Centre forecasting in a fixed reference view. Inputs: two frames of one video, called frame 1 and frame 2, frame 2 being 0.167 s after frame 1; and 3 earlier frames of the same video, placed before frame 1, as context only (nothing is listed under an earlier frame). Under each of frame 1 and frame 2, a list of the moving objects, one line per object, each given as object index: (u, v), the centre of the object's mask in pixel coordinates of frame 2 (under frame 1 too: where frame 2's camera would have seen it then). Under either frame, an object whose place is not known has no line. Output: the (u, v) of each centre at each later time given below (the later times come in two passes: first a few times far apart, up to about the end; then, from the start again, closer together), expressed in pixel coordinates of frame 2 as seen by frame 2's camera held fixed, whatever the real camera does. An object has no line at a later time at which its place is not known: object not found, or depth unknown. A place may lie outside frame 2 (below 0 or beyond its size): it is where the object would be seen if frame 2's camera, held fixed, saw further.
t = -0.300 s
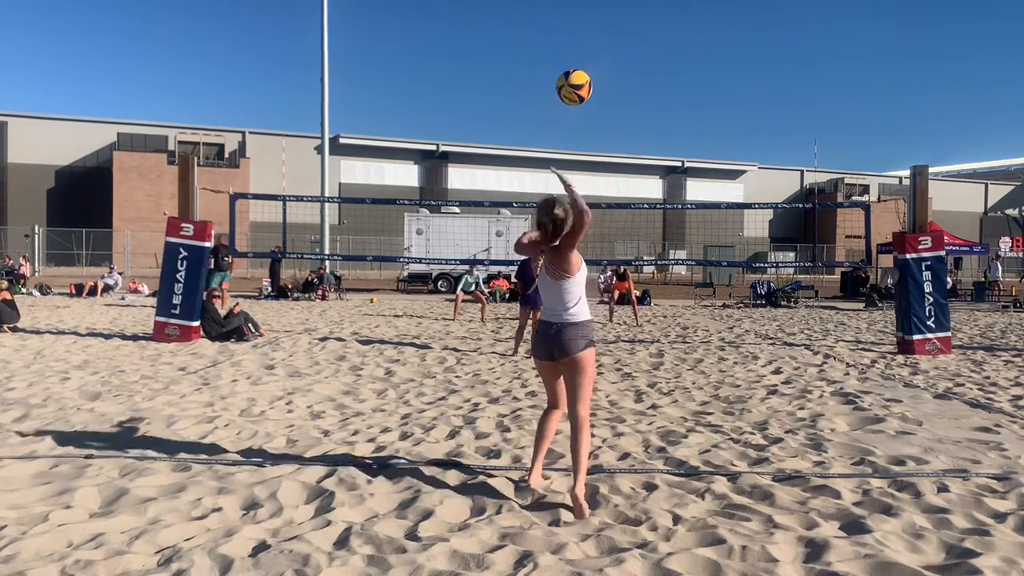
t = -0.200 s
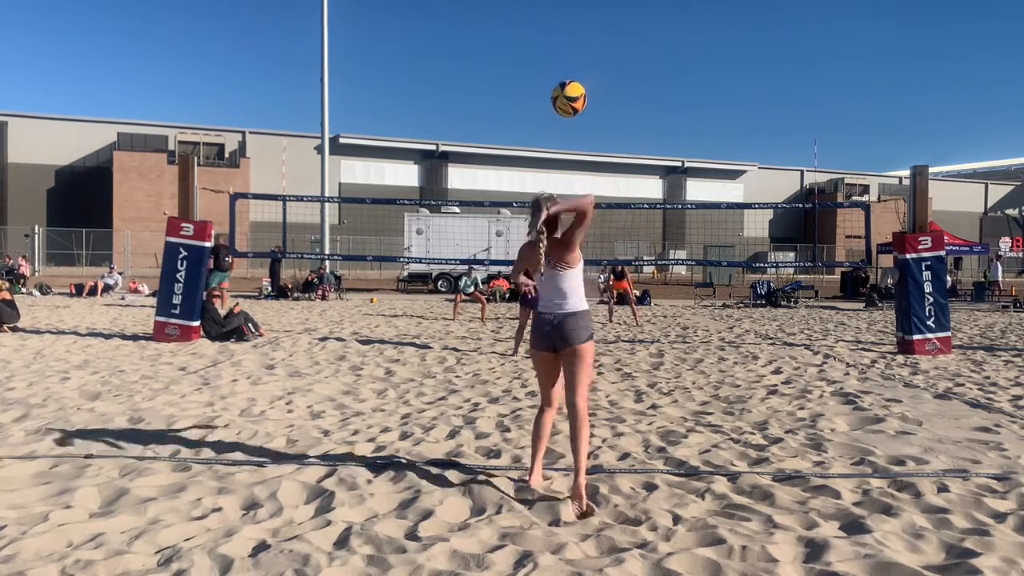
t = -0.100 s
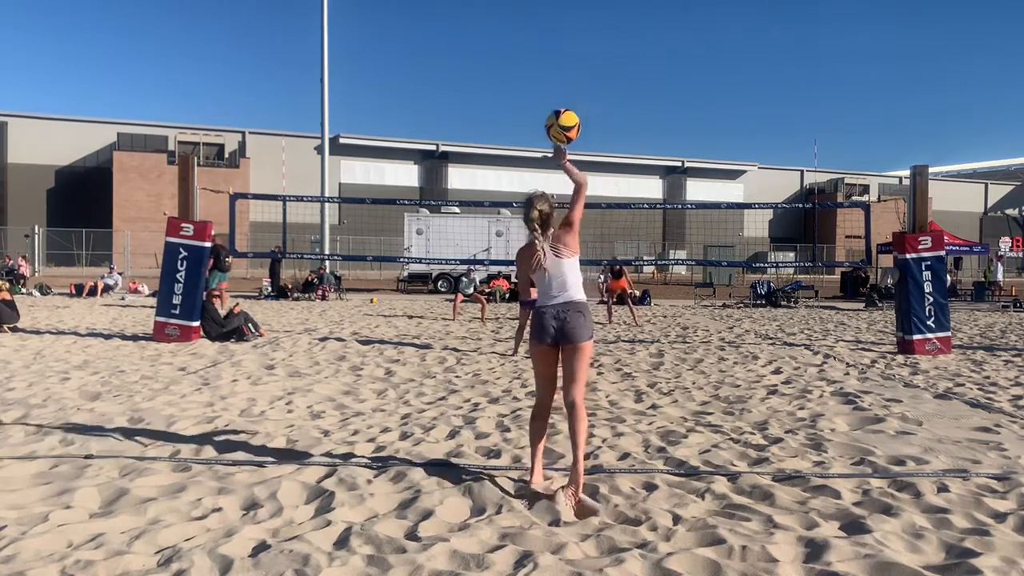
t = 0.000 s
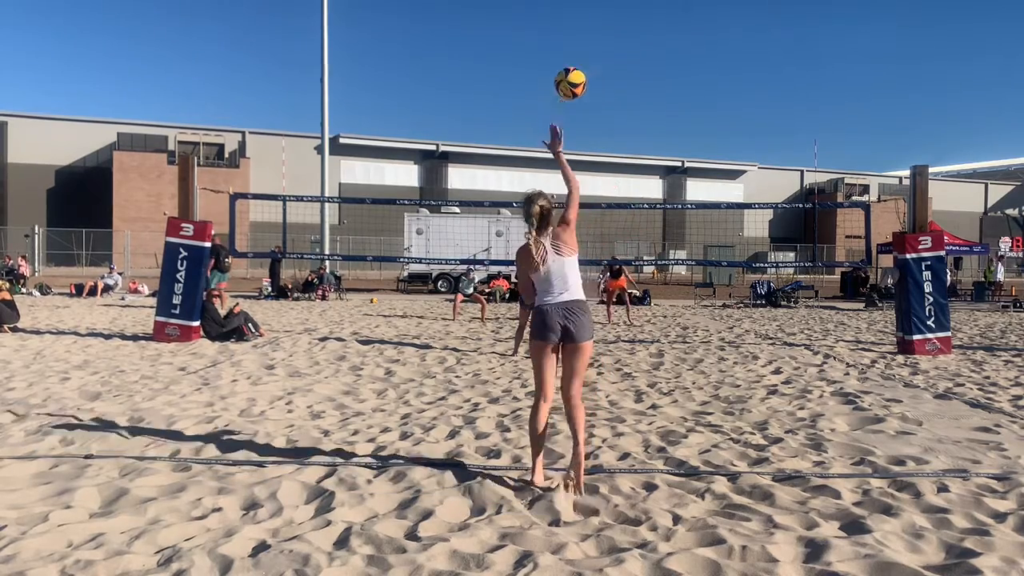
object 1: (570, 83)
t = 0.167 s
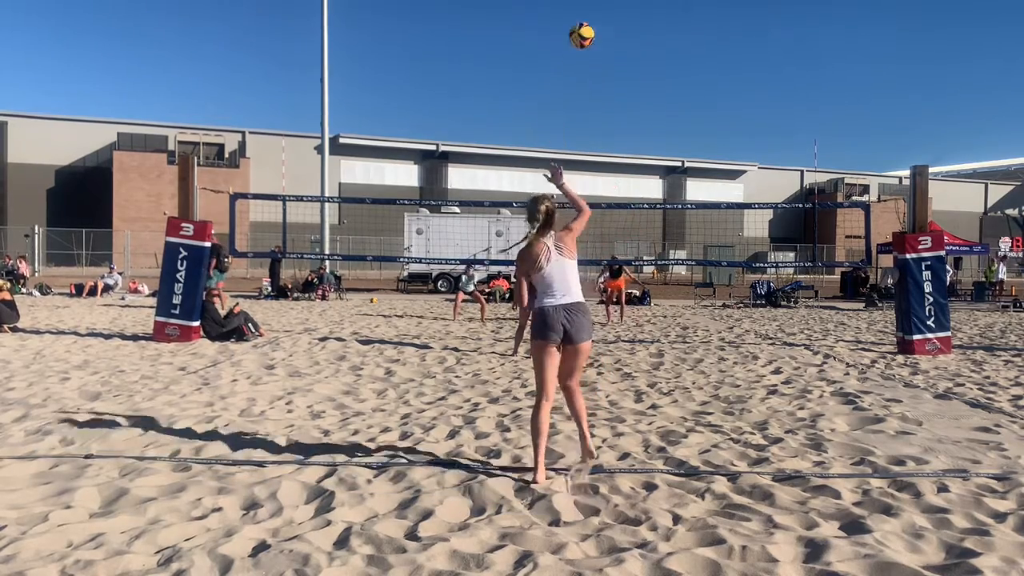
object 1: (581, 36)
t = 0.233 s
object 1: (585, 31)
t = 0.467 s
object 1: (590, 51)
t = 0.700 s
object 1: (588, 100)
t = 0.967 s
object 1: (582, 175)
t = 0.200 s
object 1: (583, 32)
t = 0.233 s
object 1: (585, 31)
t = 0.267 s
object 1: (586, 31)
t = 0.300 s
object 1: (587, 31)
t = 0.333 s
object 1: (588, 33)
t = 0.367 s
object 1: (589, 37)
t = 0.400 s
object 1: (590, 40)
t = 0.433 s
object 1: (590, 46)
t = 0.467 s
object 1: (590, 51)
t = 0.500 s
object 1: (589, 56)
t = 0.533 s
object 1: (589, 63)
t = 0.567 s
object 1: (589, 69)
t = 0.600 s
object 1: (589, 76)
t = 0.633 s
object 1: (589, 84)
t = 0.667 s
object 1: (588, 92)
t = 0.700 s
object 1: (588, 100)
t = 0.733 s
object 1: (587, 109)
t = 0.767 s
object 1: (586, 118)
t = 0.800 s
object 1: (585, 127)
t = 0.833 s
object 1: (584, 136)
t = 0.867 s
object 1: (584, 145)
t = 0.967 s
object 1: (582, 175)
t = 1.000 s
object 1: (580, 186)
